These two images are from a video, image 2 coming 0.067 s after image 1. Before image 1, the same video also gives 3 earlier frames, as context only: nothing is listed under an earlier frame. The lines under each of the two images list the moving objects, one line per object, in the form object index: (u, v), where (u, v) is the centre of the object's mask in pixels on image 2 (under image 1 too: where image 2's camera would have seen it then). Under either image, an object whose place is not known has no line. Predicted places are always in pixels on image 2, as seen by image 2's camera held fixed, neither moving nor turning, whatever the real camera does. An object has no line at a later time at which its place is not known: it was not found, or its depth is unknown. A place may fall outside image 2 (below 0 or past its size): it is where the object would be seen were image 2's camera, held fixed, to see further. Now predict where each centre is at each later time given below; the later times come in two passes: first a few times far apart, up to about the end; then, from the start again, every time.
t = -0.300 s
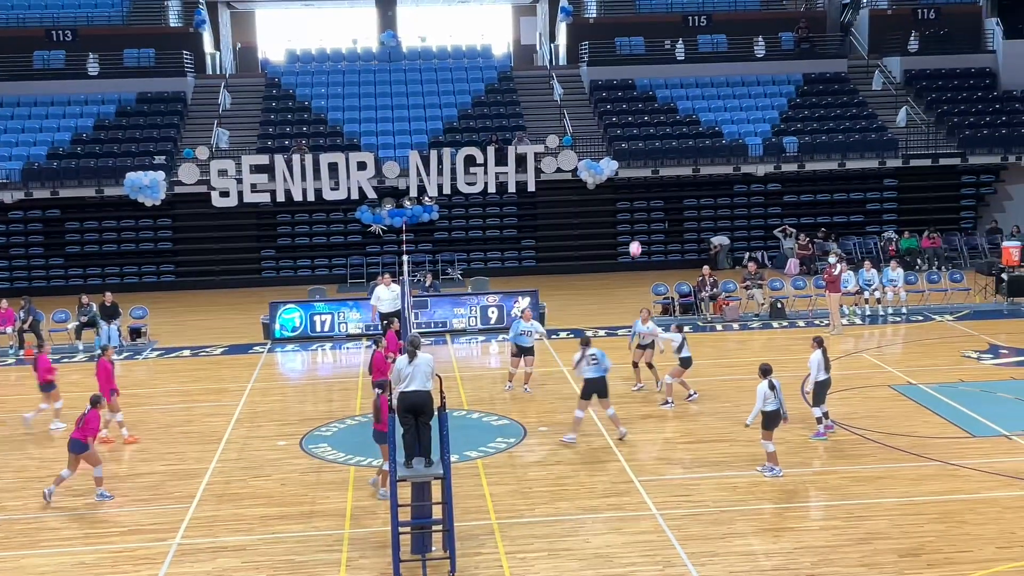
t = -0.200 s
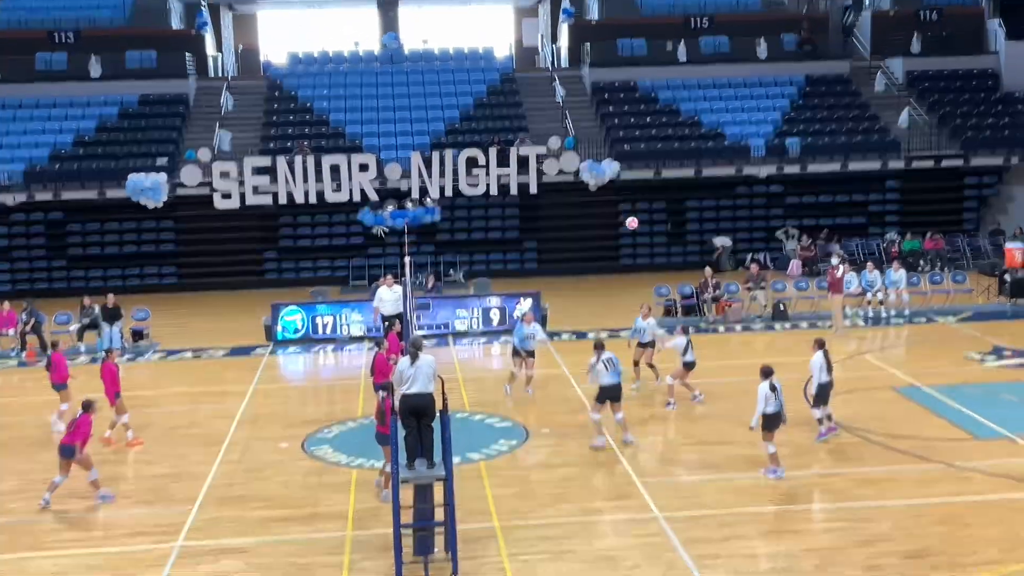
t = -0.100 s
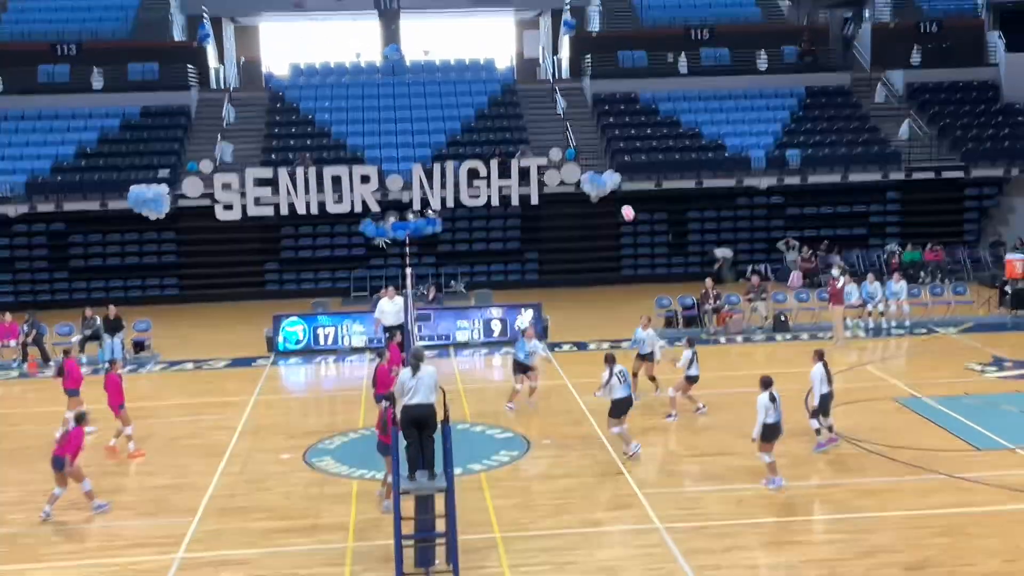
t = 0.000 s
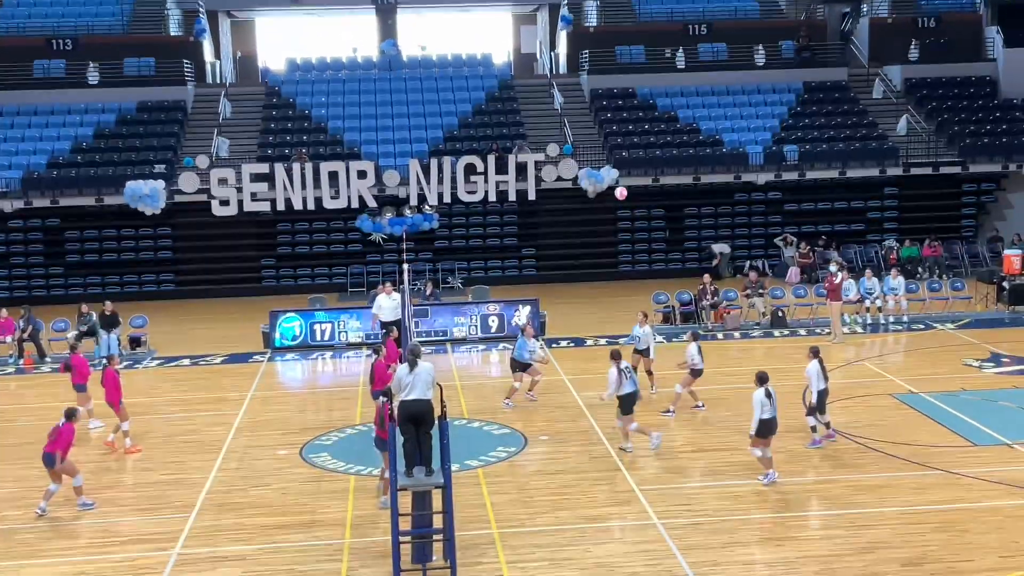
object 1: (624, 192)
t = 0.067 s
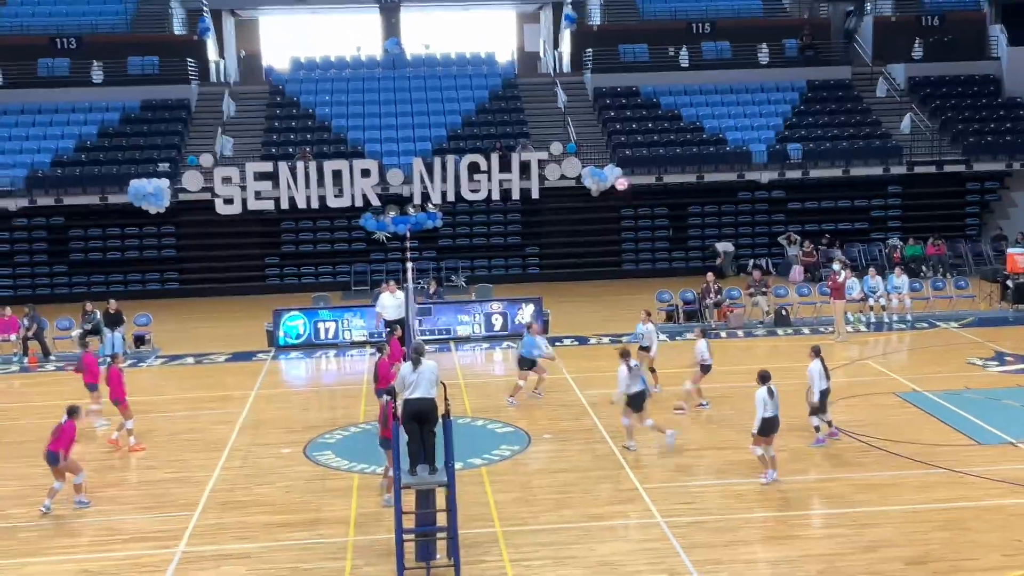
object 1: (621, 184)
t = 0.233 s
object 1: (615, 178)
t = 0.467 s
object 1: (605, 192)
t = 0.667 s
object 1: (598, 227)
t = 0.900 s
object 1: (590, 289)
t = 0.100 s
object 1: (621, 182)
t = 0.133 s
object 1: (619, 180)
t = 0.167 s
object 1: (617, 179)
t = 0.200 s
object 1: (616, 178)
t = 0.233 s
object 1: (615, 178)
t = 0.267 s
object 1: (614, 178)
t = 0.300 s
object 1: (613, 179)
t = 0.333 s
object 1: (611, 181)
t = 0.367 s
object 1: (610, 183)
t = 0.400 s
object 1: (609, 185)
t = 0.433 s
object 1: (607, 188)
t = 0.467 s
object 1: (605, 192)
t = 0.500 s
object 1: (604, 197)
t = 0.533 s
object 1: (603, 202)
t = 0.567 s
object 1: (602, 207)
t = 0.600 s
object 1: (601, 213)
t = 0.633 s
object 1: (600, 220)
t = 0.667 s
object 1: (598, 227)
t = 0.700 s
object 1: (598, 234)
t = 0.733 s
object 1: (596, 242)
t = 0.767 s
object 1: (595, 251)
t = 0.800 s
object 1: (594, 260)
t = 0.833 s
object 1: (593, 269)
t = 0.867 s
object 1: (591, 280)
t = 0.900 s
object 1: (590, 289)
